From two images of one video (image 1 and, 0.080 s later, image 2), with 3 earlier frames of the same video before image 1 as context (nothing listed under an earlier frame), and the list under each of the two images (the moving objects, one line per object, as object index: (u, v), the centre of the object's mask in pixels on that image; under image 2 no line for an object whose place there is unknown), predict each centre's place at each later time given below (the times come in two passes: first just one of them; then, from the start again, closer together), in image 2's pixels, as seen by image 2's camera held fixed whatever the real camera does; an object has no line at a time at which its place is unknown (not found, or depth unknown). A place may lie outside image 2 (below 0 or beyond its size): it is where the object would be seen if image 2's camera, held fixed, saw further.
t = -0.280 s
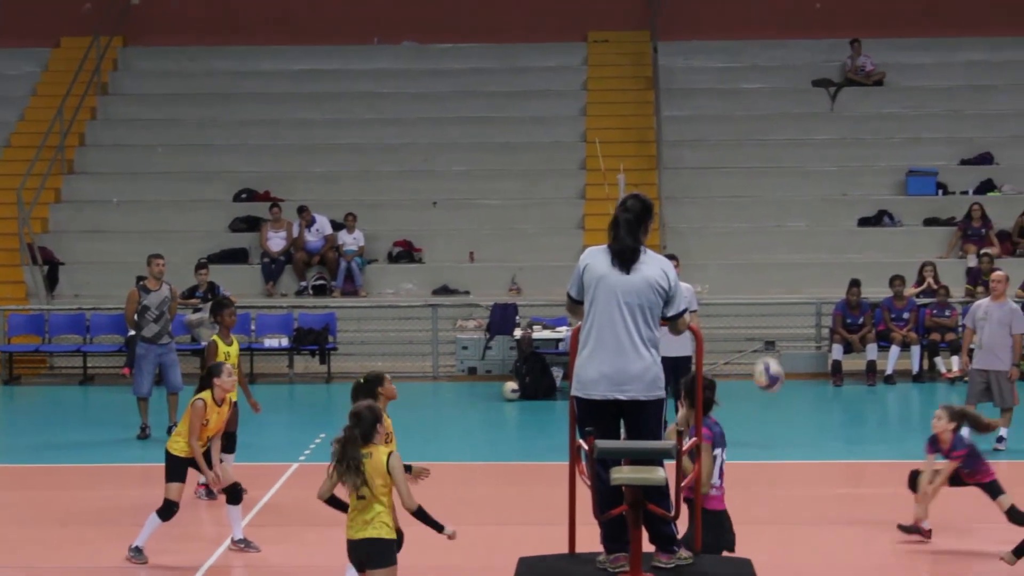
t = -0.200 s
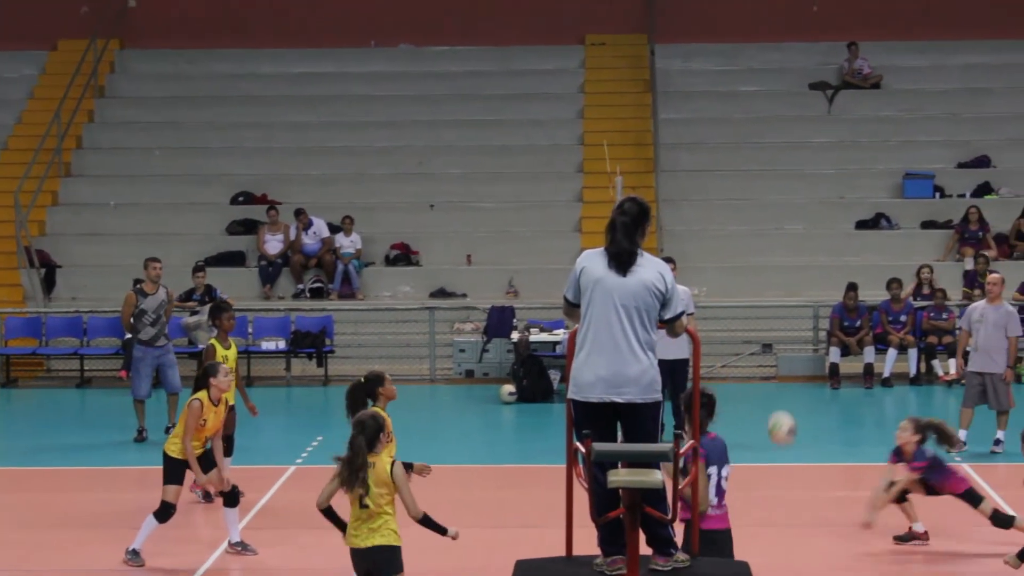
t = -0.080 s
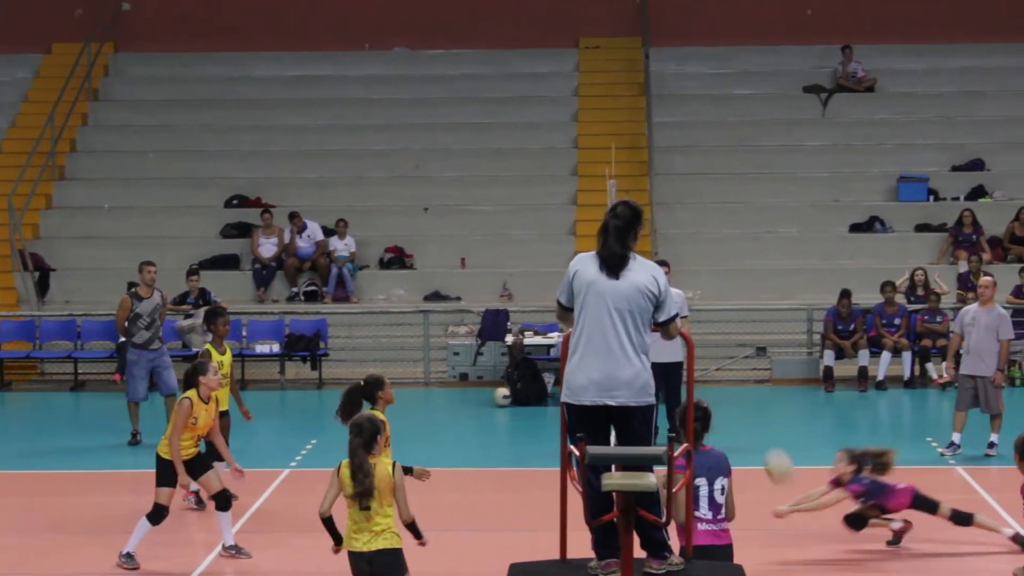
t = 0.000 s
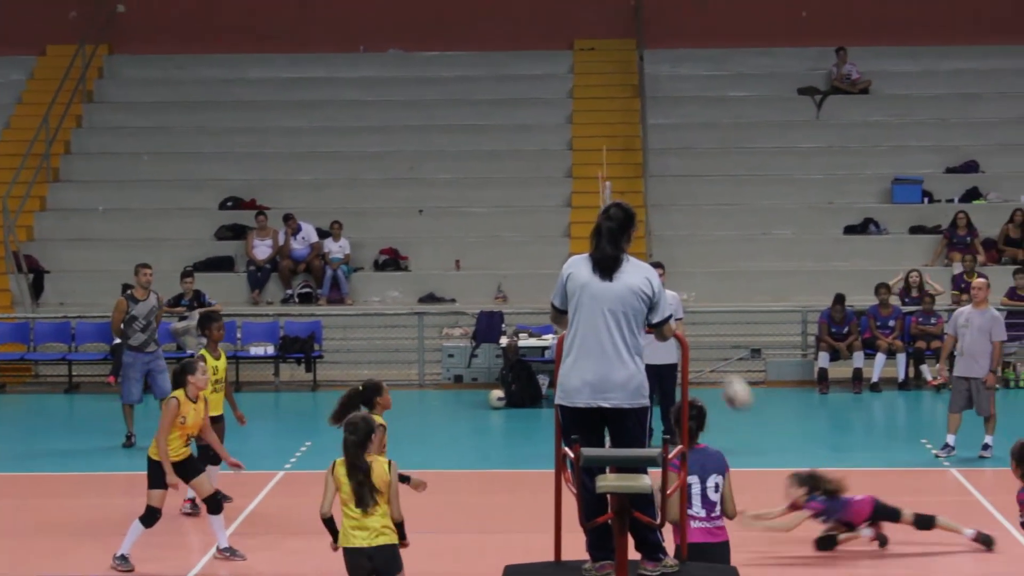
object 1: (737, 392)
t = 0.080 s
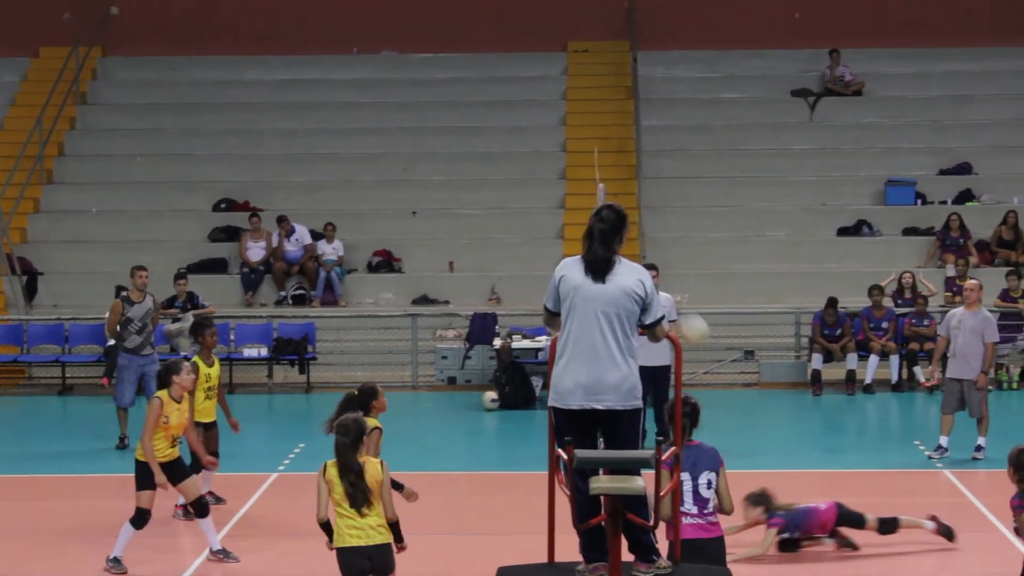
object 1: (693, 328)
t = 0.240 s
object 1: (631, 227)
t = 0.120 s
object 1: (680, 298)
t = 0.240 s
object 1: (631, 227)
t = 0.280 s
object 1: (607, 200)
